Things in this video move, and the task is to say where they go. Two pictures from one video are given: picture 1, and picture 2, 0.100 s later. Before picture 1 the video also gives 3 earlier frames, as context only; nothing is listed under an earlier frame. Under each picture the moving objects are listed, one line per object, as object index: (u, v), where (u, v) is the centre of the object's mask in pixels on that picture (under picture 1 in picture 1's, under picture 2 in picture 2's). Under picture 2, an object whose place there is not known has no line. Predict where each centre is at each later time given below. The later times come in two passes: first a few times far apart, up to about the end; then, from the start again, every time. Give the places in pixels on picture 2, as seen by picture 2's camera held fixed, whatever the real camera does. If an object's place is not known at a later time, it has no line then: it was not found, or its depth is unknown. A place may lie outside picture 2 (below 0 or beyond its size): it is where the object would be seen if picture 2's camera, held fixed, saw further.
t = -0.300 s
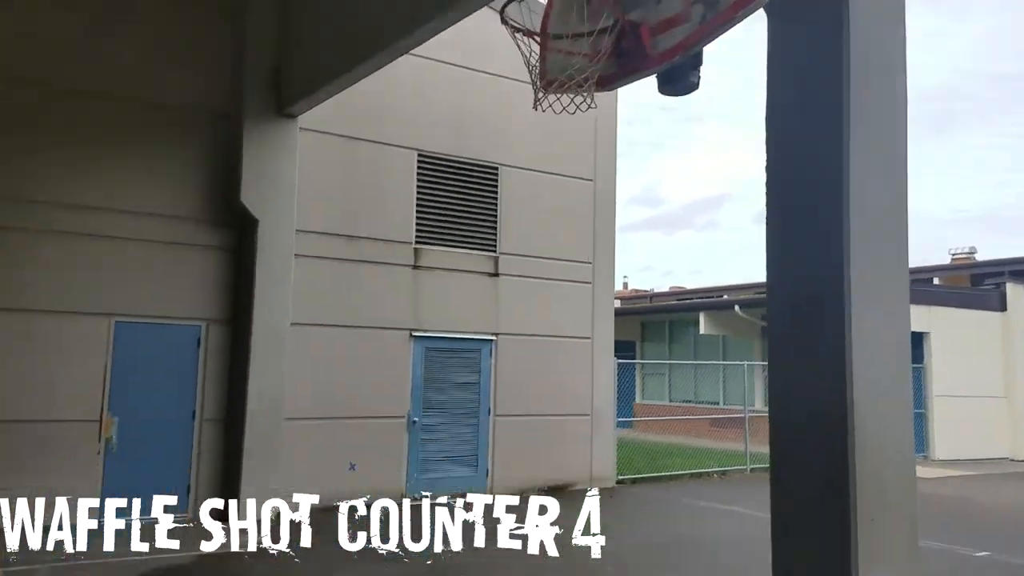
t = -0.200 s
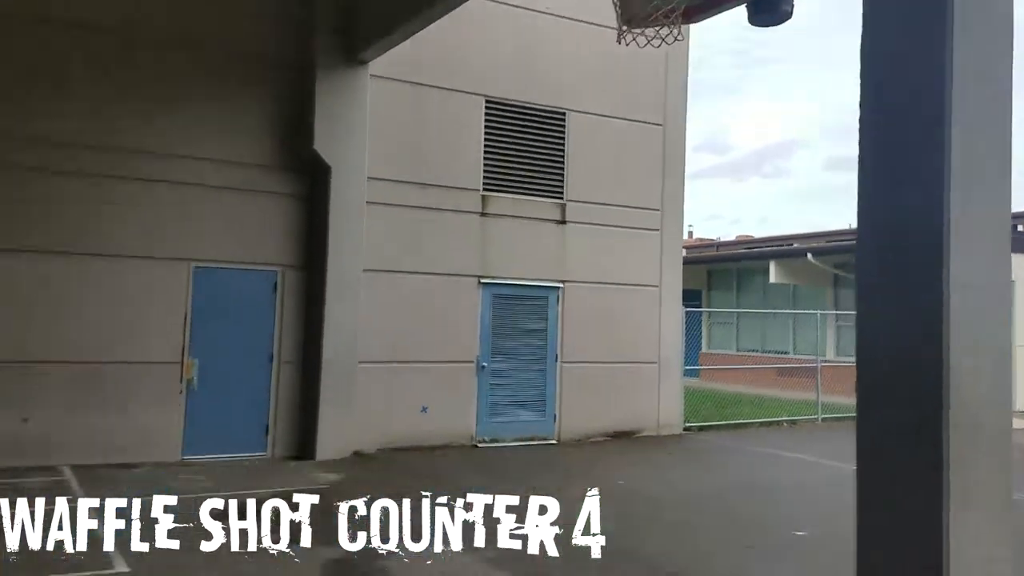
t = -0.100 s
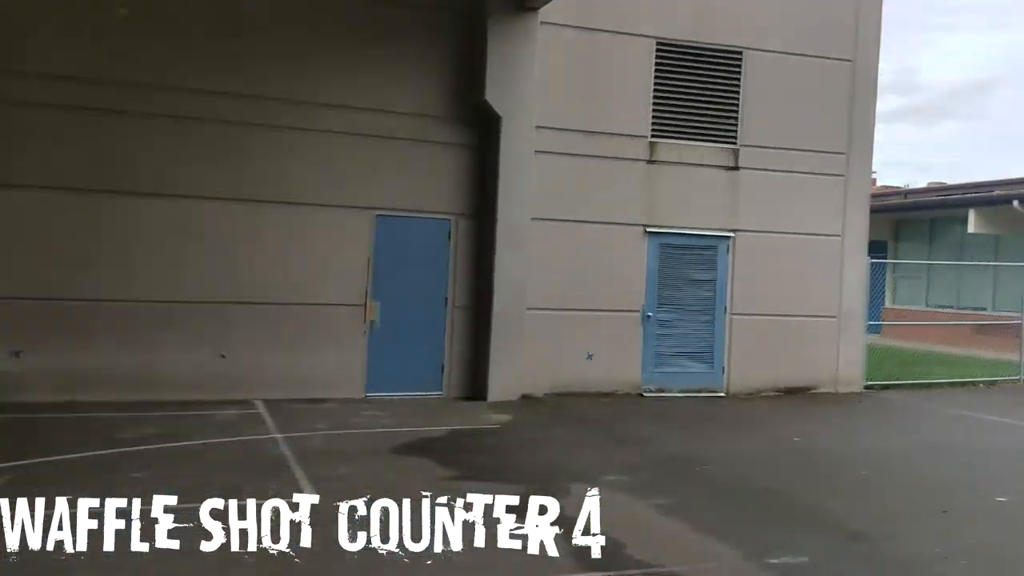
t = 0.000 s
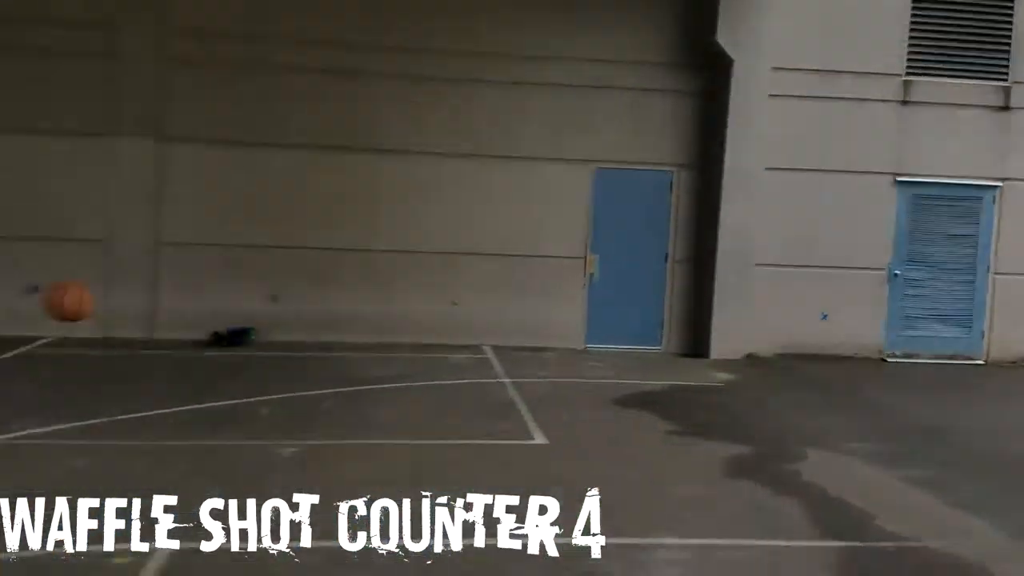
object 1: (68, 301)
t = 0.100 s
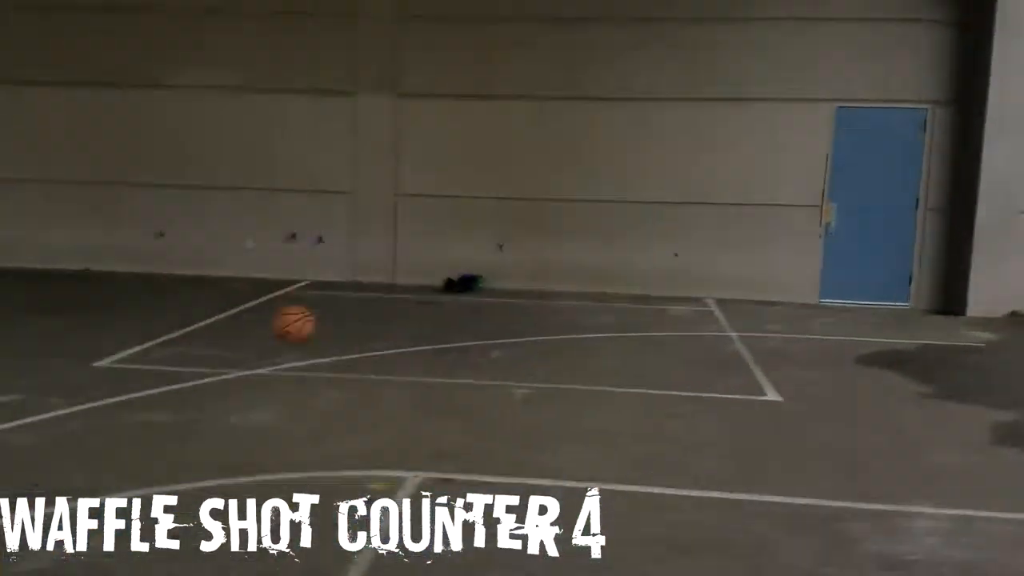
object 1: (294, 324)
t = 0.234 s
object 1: (264, 328)
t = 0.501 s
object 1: (209, 200)
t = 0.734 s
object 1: (160, 185)
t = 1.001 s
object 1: (113, 259)
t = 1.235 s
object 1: (70, 297)
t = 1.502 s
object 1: (27, 239)
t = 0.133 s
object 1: (285, 351)
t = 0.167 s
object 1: (276, 377)
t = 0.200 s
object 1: (270, 351)
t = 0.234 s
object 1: (264, 328)
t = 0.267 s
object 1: (260, 306)
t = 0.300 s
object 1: (252, 287)
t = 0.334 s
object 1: (245, 265)
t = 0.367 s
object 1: (237, 251)
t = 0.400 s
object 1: (231, 235)
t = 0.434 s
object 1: (223, 221)
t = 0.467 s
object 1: (215, 209)
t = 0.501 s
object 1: (209, 200)
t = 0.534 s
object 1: (202, 192)
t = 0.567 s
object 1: (195, 187)
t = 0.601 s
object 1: (188, 183)
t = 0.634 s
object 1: (181, 181)
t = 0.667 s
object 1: (174, 181)
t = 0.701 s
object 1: (167, 182)
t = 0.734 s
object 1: (160, 185)
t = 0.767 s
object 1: (153, 190)
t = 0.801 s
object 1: (148, 196)
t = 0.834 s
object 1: (141, 204)
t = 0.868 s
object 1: (135, 213)
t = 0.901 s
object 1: (129, 223)
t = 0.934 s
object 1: (124, 234)
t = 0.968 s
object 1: (118, 246)
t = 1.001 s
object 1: (113, 259)
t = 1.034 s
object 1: (105, 274)
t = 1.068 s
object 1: (100, 289)
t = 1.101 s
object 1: (93, 305)
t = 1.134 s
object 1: (87, 320)
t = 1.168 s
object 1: (83, 325)
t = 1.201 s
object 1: (77, 309)
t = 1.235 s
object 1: (70, 297)
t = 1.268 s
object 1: (64, 285)
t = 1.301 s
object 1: (58, 274)
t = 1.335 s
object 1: (52, 265)
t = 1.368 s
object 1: (47, 257)
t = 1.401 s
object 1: (42, 251)
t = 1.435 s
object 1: (36, 246)
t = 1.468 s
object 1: (31, 242)
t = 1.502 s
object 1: (27, 239)
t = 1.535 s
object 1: (22, 238)
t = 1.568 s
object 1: (16, 238)
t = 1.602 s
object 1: (7, 235)
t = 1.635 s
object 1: (2, 236)
